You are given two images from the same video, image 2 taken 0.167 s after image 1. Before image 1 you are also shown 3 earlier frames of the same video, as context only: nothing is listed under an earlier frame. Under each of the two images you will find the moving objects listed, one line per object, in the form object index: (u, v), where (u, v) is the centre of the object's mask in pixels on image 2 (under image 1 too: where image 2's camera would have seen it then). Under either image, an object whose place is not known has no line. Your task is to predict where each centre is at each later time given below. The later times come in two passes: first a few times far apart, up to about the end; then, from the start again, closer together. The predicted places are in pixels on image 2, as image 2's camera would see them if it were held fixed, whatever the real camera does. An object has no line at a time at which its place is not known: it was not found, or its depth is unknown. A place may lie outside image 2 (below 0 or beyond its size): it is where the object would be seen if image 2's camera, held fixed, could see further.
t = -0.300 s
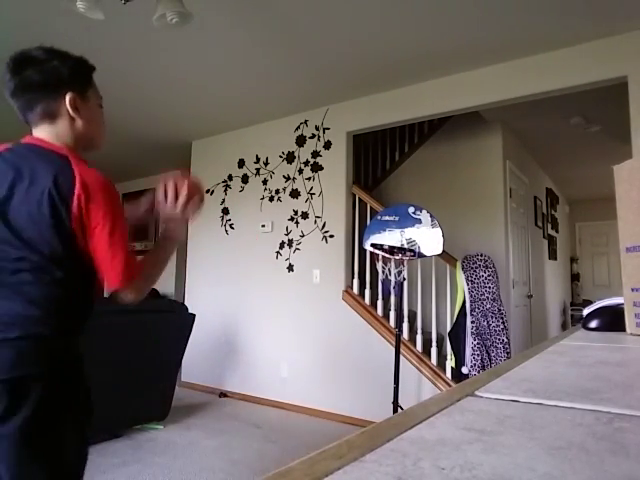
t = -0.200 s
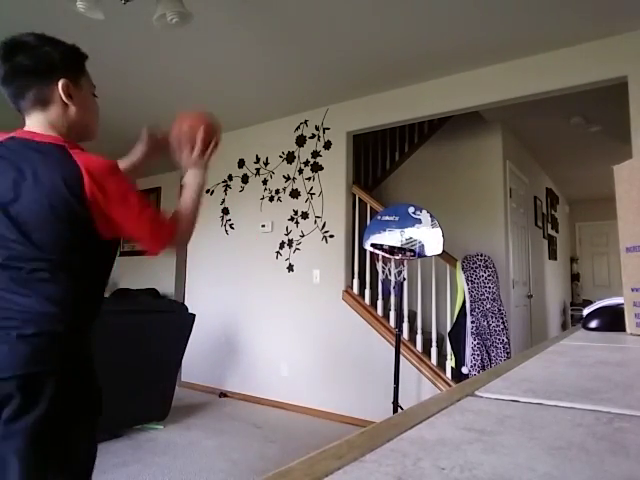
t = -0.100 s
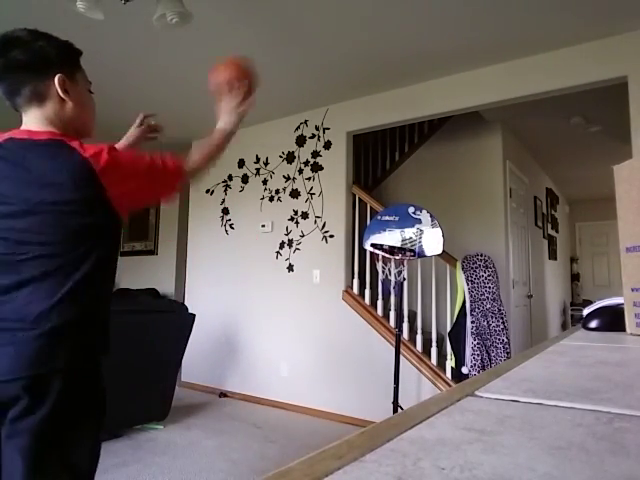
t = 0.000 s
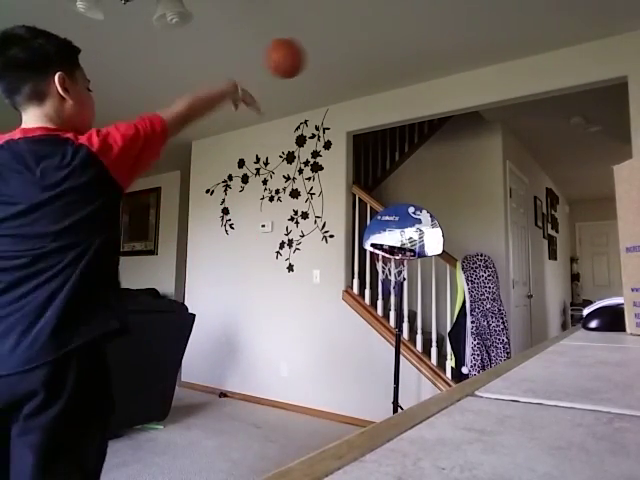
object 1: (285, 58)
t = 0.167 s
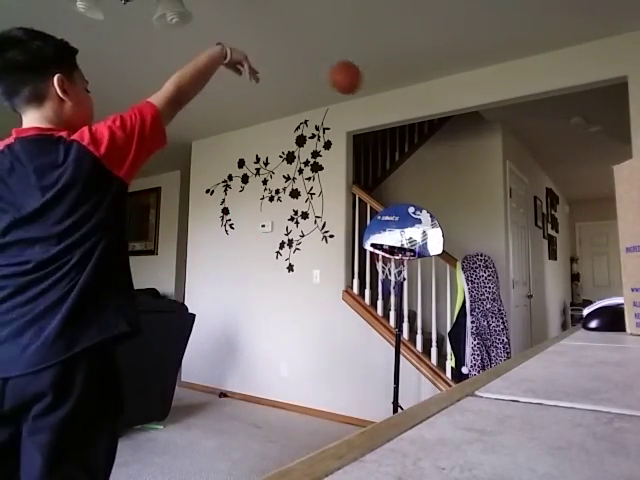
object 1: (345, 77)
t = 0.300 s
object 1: (380, 124)
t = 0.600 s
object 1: (419, 220)
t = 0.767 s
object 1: (433, 303)
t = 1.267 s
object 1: (490, 357)
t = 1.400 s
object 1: (508, 352)
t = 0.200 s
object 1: (354, 86)
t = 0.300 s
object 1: (380, 124)
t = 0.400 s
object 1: (400, 172)
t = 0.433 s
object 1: (403, 189)
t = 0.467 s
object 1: (410, 199)
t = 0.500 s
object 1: (413, 202)
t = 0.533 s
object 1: (416, 206)
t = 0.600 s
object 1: (419, 220)
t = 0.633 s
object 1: (423, 232)
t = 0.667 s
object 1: (425, 245)
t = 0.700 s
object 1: (428, 262)
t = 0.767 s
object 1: (433, 303)
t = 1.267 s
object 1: (490, 357)
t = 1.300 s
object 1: (496, 353)
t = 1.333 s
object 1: (500, 351)
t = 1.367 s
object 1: (505, 350)
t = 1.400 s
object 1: (508, 352)
